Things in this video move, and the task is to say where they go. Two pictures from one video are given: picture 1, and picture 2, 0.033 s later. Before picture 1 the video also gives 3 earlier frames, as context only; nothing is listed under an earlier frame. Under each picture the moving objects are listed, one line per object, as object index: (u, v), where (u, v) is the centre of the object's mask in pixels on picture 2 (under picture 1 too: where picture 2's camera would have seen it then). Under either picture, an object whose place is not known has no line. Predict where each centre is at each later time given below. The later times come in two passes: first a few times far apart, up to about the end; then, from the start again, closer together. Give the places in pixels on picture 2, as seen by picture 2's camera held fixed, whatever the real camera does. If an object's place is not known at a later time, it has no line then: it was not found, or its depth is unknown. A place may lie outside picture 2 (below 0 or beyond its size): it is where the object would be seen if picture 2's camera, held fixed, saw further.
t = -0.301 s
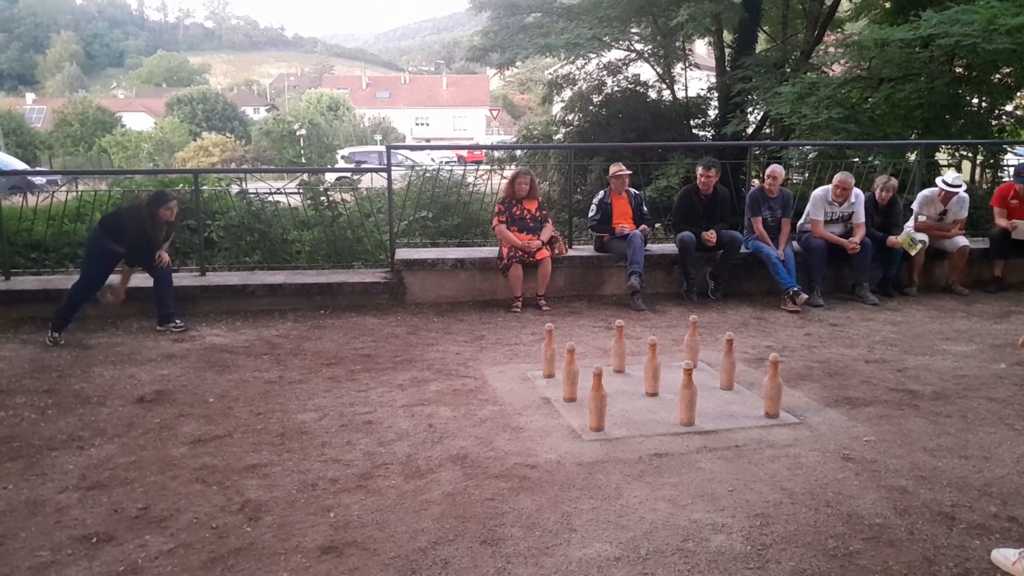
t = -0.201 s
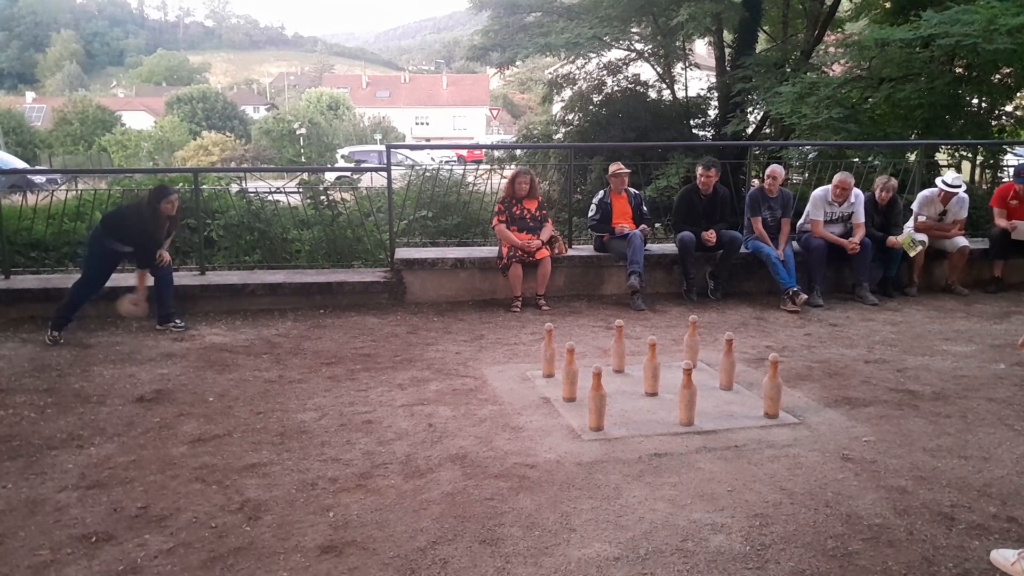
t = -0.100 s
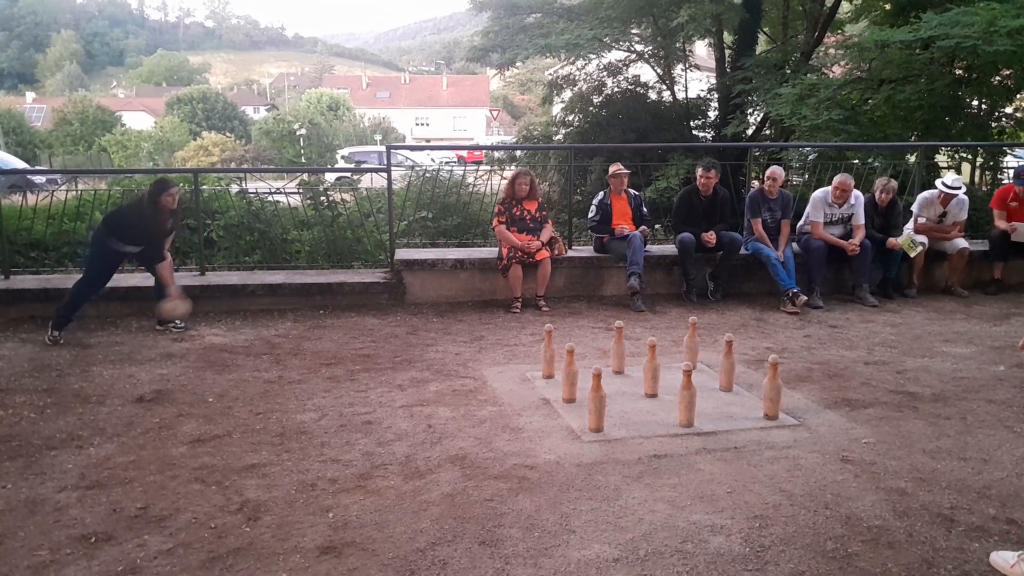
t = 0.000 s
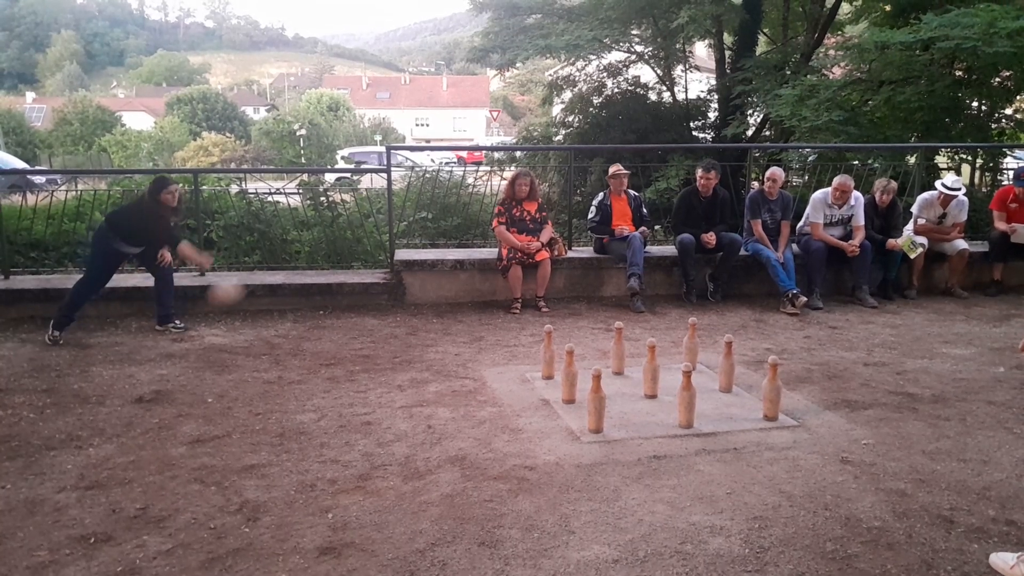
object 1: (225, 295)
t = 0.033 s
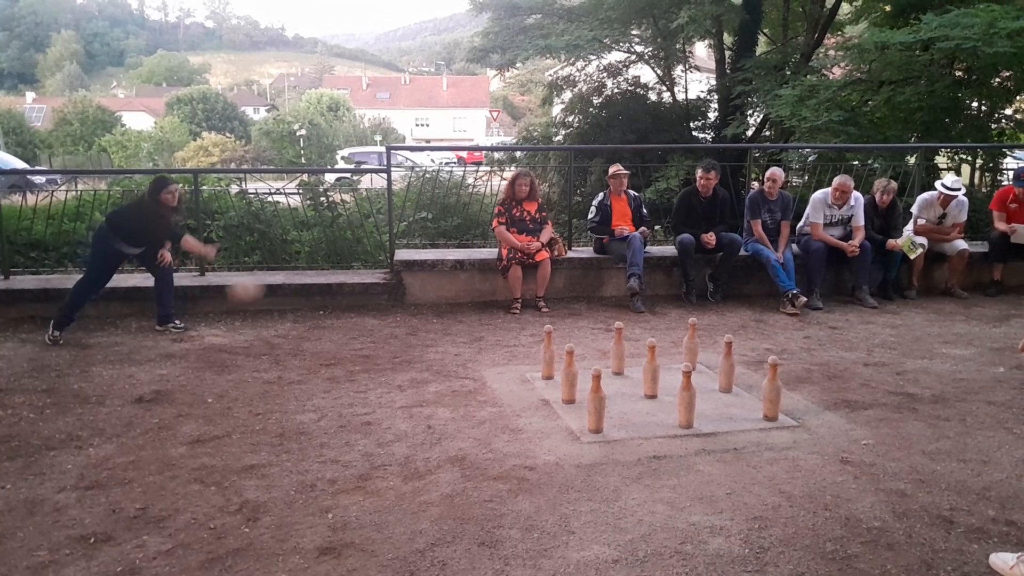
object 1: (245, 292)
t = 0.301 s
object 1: (418, 316)
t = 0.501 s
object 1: (533, 345)
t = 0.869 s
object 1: (611, 354)
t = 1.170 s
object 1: (657, 361)
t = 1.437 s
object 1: (686, 360)
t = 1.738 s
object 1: (705, 365)
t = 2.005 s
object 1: (741, 367)
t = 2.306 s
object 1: (752, 372)
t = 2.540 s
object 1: (785, 371)
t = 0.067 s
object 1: (264, 291)
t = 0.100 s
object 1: (286, 288)
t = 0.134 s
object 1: (306, 290)
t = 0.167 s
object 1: (329, 292)
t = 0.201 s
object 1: (350, 296)
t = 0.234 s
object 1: (373, 301)
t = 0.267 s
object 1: (395, 307)
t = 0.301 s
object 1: (418, 316)
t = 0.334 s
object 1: (441, 326)
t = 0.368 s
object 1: (467, 340)
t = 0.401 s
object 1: (492, 356)
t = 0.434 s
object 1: (508, 354)
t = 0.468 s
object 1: (523, 350)
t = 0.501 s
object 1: (533, 345)
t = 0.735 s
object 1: (586, 348)
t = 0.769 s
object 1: (593, 356)
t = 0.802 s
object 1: (600, 355)
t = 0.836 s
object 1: (605, 354)
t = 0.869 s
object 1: (611, 354)
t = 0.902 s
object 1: (615, 355)
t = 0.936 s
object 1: (620, 358)
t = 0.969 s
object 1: (626, 359)
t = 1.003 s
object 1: (630, 358)
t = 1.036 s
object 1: (636, 358)
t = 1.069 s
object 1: (642, 360)
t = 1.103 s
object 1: (647, 361)
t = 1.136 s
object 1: (652, 361)
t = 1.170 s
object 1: (657, 361)
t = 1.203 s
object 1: (661, 361)
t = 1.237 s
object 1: (666, 361)
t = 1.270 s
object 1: (669, 361)
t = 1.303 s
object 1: (672, 362)
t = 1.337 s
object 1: (675, 361)
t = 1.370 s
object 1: (679, 361)
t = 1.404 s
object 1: (683, 360)
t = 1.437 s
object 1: (686, 360)
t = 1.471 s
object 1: (689, 360)
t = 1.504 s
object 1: (692, 360)
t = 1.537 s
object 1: (696, 360)
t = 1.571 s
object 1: (699, 362)
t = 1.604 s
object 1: (701, 364)
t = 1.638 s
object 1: (703, 365)
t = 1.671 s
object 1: (703, 365)
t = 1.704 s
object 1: (704, 365)
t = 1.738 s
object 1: (705, 365)
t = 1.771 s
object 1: (706, 366)
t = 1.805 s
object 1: (707, 366)
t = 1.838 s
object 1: (709, 364)
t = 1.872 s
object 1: (710, 364)
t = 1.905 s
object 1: (714, 364)
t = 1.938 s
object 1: (740, 368)
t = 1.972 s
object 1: (741, 367)
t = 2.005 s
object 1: (741, 367)
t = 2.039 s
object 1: (741, 367)
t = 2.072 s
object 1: (742, 368)
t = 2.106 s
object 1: (744, 369)
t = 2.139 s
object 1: (745, 369)
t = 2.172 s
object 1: (747, 370)
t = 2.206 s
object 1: (749, 371)
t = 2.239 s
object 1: (750, 371)
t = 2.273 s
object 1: (751, 372)
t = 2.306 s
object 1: (752, 372)
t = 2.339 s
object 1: (756, 370)
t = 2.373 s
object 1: (758, 369)
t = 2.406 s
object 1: (764, 369)
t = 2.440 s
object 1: (767, 369)
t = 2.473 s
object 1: (776, 368)
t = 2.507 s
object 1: (778, 370)
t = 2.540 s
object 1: (785, 371)
